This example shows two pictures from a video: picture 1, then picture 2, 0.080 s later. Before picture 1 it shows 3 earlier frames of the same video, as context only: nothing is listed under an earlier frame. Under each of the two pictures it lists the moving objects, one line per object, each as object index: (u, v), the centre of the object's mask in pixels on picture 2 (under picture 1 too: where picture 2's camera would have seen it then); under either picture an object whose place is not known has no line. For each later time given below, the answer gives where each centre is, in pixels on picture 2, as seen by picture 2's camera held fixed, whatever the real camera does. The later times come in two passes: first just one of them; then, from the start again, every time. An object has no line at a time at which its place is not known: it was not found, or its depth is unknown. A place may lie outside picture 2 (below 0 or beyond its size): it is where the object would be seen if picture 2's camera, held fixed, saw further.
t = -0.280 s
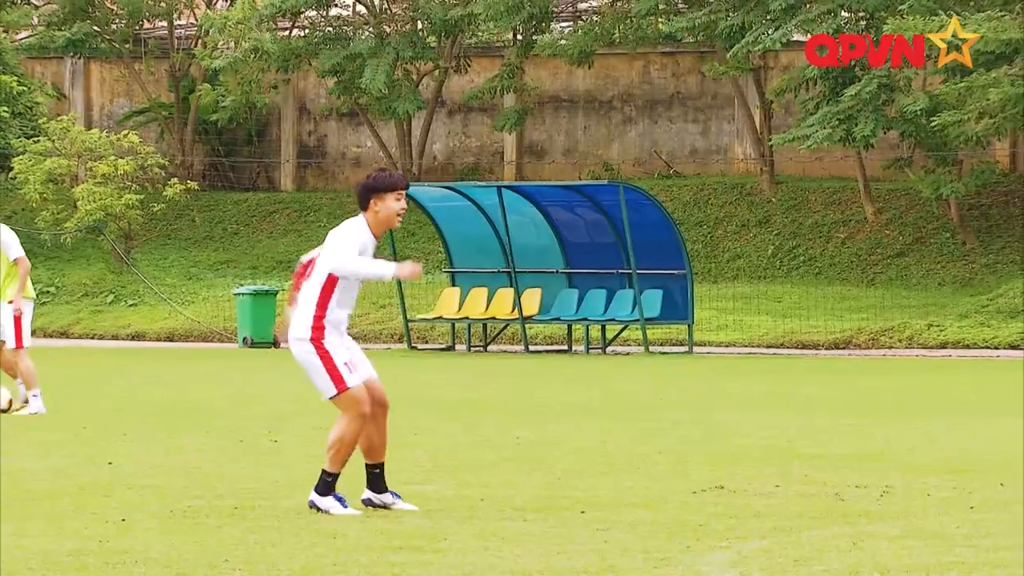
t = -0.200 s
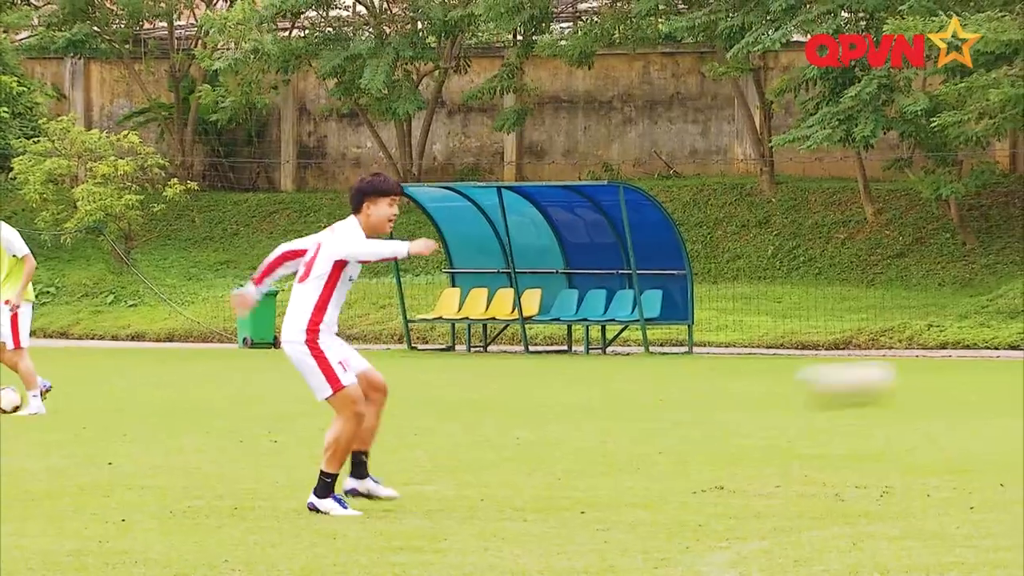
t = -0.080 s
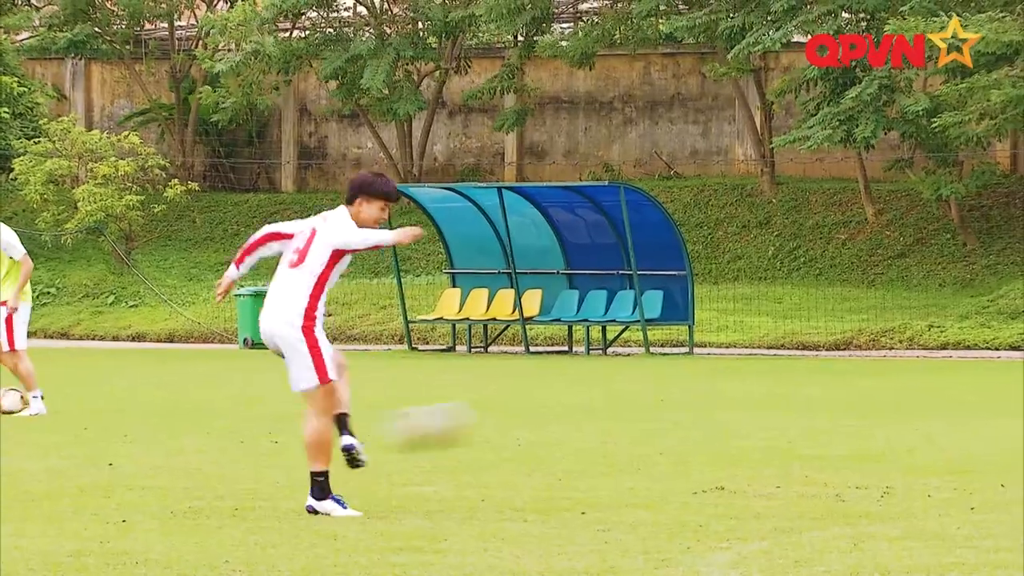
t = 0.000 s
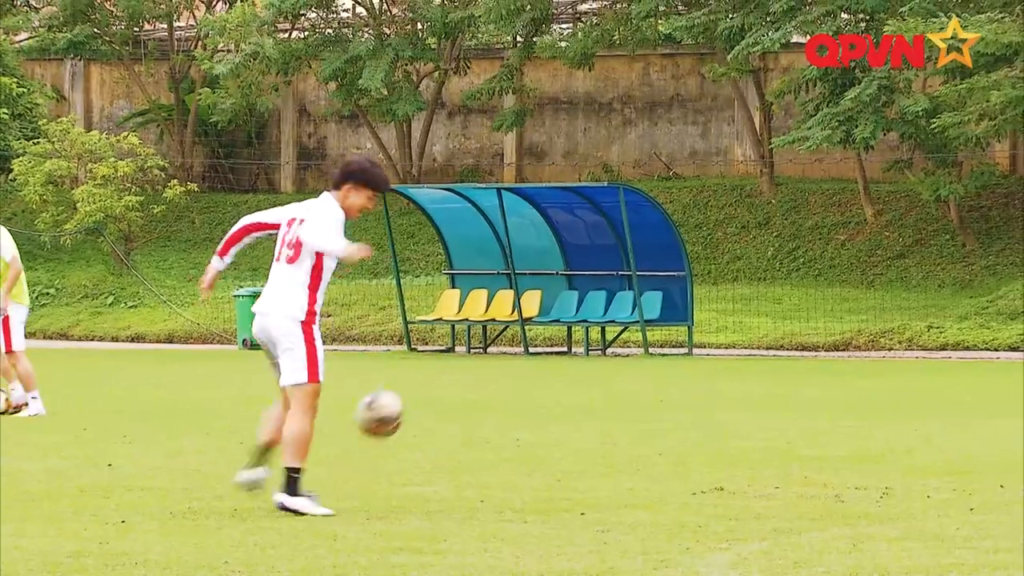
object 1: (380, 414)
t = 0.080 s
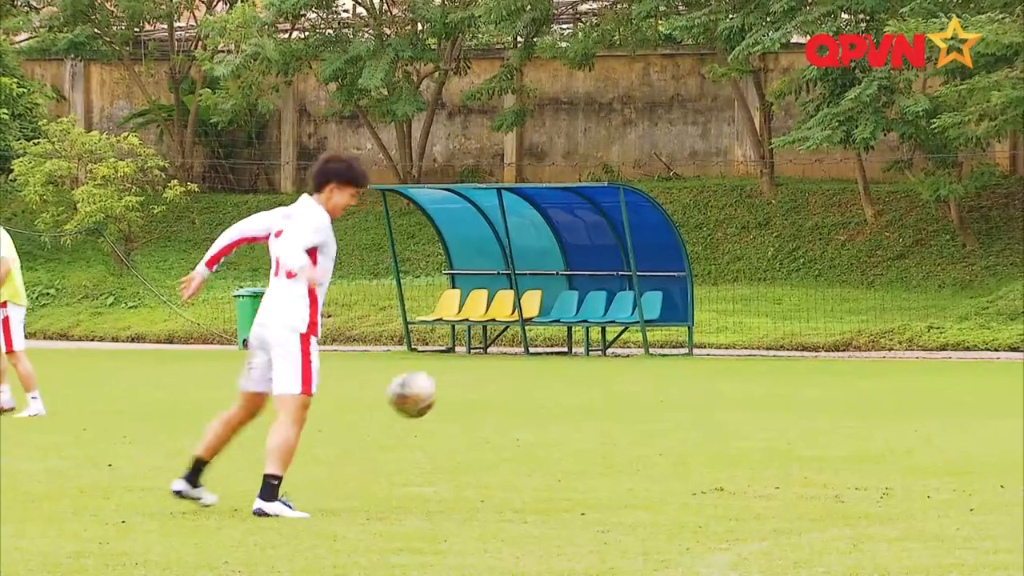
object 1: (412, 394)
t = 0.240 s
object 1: (475, 393)
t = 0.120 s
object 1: (427, 389)
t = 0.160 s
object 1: (443, 386)
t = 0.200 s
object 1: (458, 388)
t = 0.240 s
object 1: (475, 393)
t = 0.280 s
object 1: (489, 399)
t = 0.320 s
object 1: (505, 410)
